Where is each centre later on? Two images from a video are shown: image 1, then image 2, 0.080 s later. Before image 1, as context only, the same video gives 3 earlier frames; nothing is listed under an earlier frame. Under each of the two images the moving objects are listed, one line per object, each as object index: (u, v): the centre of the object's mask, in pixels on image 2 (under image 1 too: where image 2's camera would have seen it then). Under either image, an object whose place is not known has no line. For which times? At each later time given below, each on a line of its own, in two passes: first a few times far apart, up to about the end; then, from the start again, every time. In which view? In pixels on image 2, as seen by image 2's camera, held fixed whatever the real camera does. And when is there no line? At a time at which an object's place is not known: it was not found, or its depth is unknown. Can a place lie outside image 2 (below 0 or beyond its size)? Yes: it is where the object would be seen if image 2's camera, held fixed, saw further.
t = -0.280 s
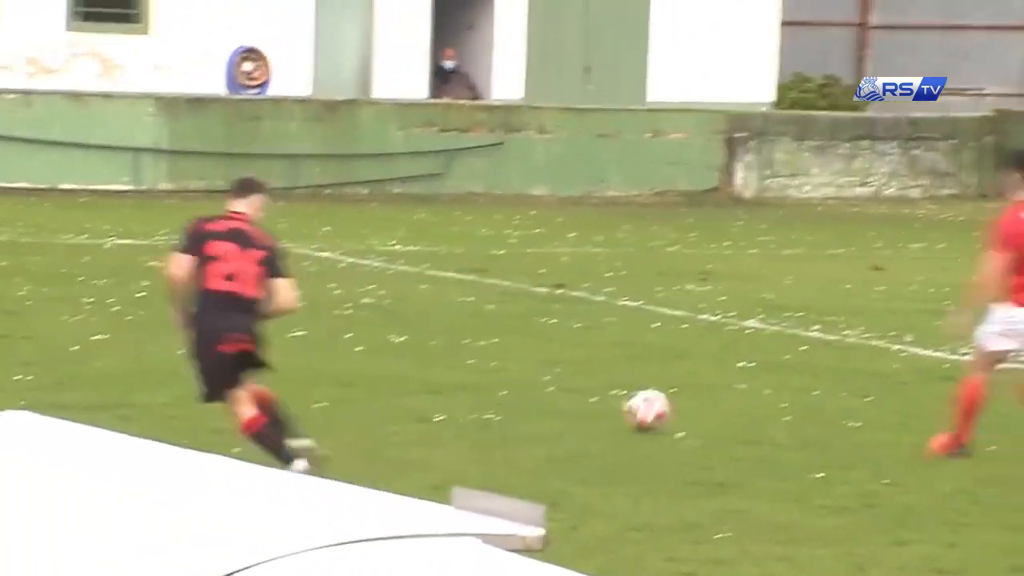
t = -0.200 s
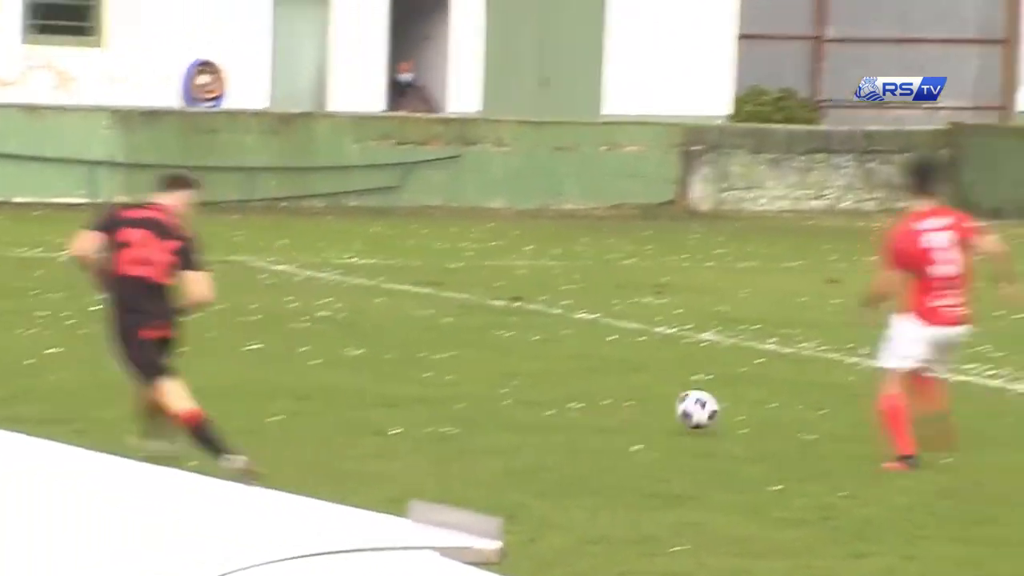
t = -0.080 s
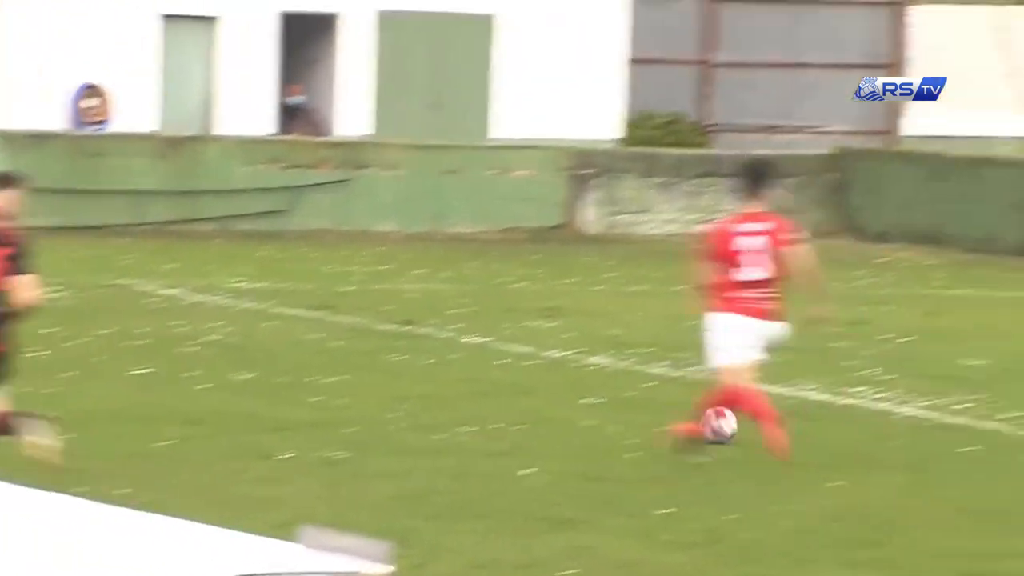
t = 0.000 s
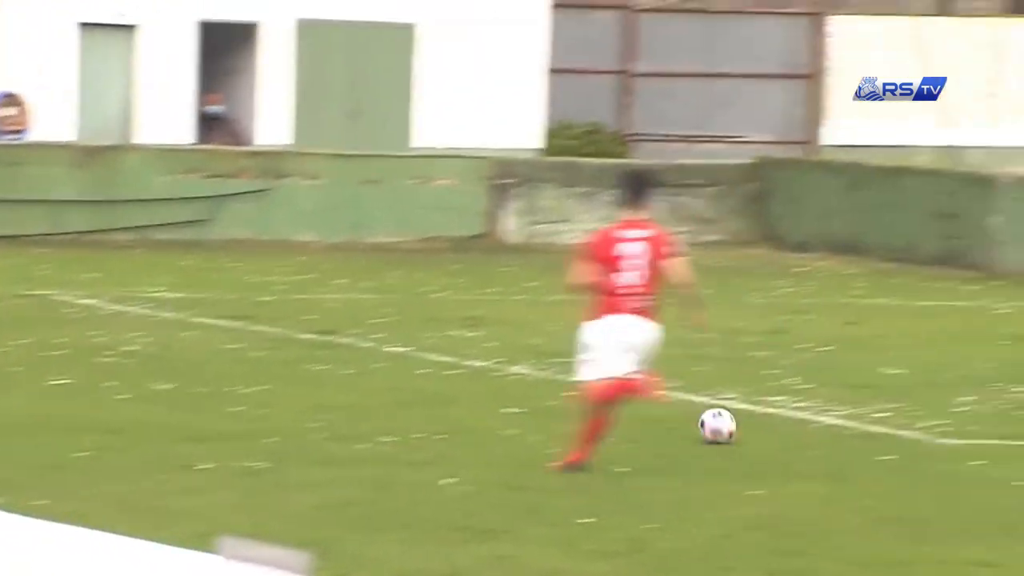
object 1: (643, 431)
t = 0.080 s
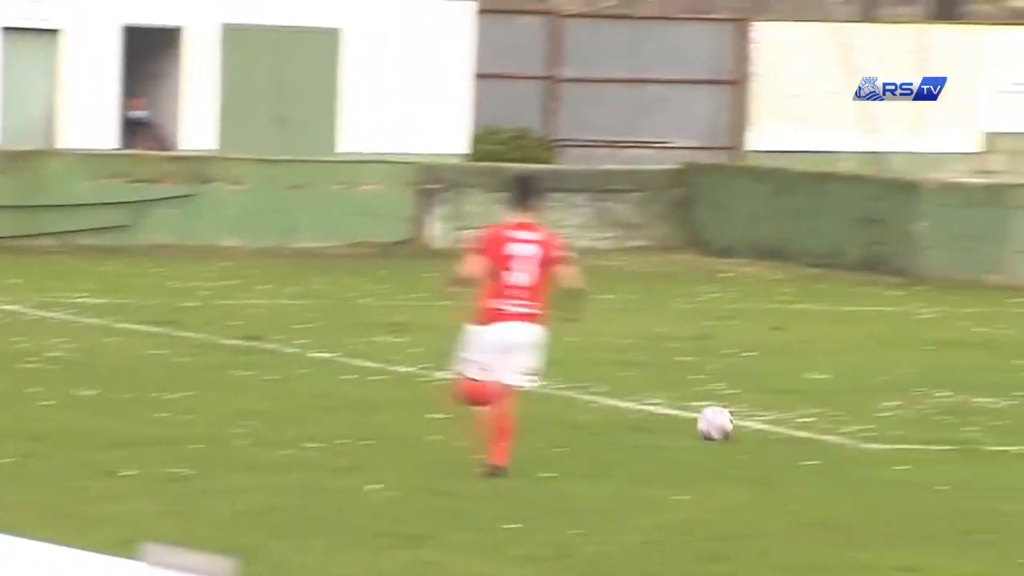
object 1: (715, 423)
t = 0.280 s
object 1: (872, 409)
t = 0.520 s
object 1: (1023, 392)
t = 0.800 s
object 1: (1157, 369)
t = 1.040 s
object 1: (1253, 372)
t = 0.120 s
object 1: (749, 419)
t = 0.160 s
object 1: (782, 416)
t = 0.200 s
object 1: (812, 414)
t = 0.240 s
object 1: (843, 410)
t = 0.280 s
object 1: (872, 409)
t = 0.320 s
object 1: (900, 407)
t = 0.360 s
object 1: (926, 402)
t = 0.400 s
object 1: (950, 400)
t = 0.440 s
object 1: (976, 399)
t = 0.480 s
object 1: (1000, 395)
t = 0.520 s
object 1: (1023, 392)
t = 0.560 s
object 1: (1044, 389)
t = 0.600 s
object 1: (1067, 391)
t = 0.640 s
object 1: (1087, 391)
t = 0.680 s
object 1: (1106, 383)
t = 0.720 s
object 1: (1123, 375)
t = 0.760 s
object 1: (1140, 370)
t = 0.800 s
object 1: (1157, 369)
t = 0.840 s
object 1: (1174, 369)
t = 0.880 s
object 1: (1190, 372)
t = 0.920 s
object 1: (1206, 378)
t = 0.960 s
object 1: (1222, 382)
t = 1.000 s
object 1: (1238, 376)
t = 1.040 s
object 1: (1253, 372)
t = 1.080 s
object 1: (1268, 370)
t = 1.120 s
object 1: (1283, 369)
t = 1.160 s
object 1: (1297, 372)
